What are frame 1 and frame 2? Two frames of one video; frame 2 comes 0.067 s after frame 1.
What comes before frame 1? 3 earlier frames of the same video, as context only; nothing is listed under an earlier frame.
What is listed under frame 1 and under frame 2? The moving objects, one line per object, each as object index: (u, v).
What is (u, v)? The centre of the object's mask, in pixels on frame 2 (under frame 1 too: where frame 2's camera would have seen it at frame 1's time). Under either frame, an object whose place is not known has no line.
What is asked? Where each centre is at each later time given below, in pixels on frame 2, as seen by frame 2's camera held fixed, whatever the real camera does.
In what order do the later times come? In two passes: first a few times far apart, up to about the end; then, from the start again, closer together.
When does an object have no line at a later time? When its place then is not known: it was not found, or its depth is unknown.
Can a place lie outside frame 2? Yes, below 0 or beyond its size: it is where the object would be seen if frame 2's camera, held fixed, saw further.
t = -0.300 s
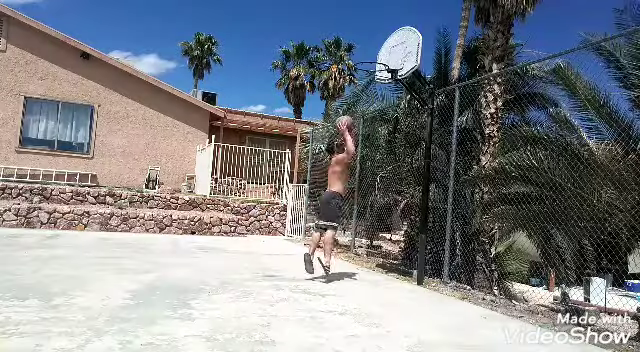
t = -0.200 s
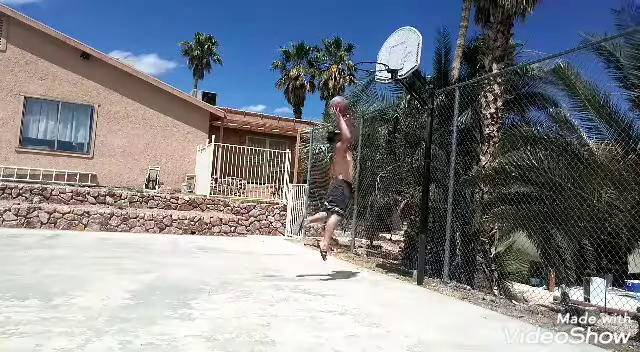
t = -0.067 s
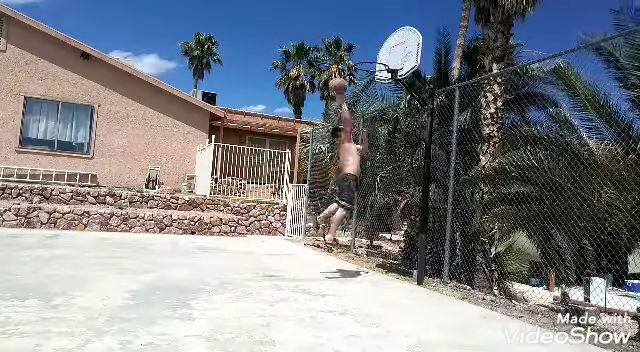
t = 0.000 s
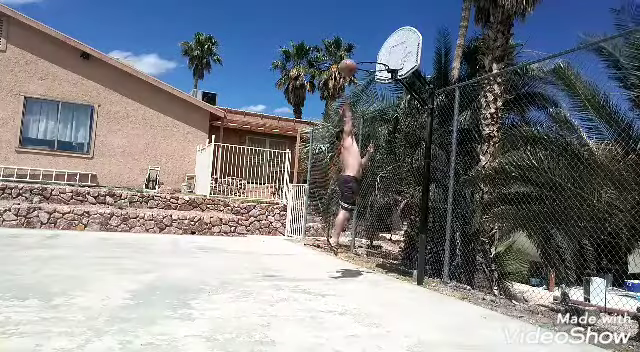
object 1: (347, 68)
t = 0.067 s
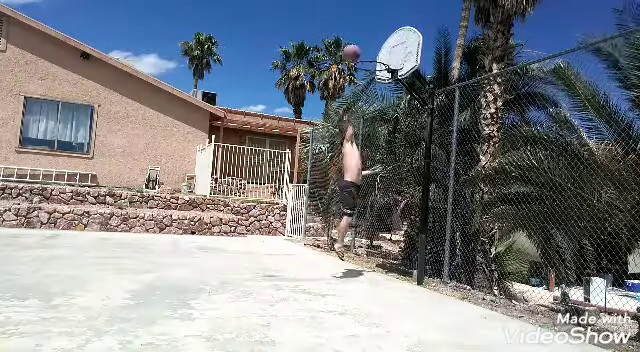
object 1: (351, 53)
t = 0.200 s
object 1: (343, 37)
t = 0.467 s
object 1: (321, 42)
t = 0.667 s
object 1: (300, 89)
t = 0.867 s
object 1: (277, 177)
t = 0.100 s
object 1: (349, 48)
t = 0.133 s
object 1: (347, 43)
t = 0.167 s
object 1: (345, 40)
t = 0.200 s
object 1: (343, 37)
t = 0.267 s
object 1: (338, 33)
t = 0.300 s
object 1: (336, 31)
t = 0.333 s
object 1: (333, 32)
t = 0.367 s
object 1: (331, 33)
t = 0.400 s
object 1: (328, 35)
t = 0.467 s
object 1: (321, 42)
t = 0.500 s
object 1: (319, 47)
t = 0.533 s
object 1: (315, 53)
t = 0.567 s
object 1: (311, 61)
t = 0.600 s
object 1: (309, 68)
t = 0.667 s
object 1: (300, 89)
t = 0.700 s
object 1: (297, 100)
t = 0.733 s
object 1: (293, 112)
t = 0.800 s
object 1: (286, 142)
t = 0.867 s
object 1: (277, 177)
